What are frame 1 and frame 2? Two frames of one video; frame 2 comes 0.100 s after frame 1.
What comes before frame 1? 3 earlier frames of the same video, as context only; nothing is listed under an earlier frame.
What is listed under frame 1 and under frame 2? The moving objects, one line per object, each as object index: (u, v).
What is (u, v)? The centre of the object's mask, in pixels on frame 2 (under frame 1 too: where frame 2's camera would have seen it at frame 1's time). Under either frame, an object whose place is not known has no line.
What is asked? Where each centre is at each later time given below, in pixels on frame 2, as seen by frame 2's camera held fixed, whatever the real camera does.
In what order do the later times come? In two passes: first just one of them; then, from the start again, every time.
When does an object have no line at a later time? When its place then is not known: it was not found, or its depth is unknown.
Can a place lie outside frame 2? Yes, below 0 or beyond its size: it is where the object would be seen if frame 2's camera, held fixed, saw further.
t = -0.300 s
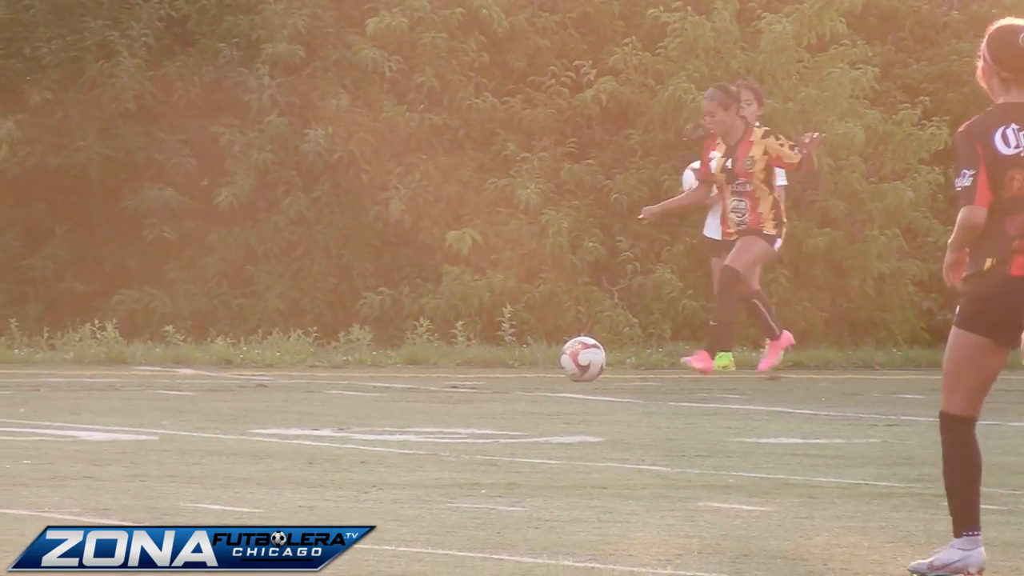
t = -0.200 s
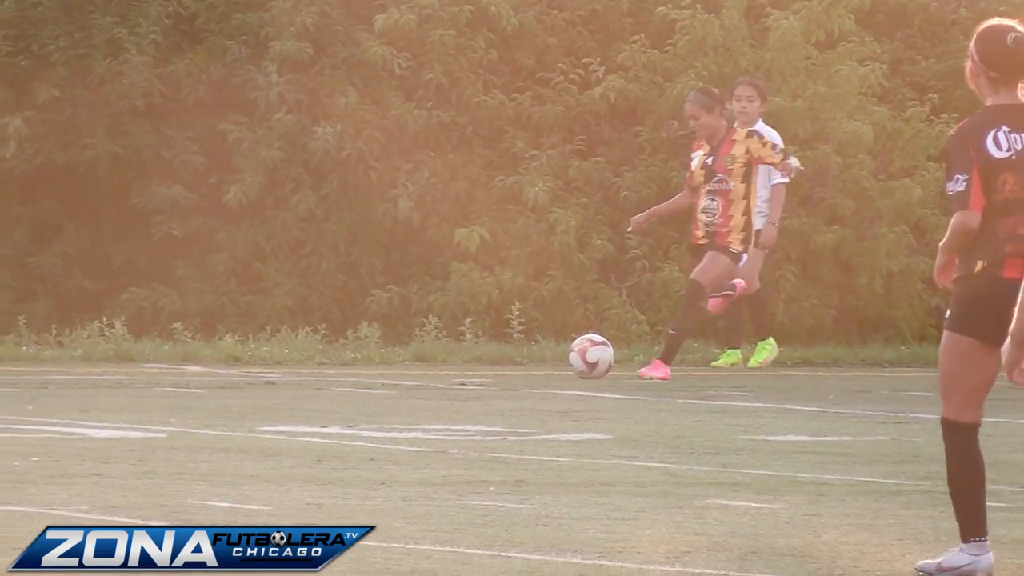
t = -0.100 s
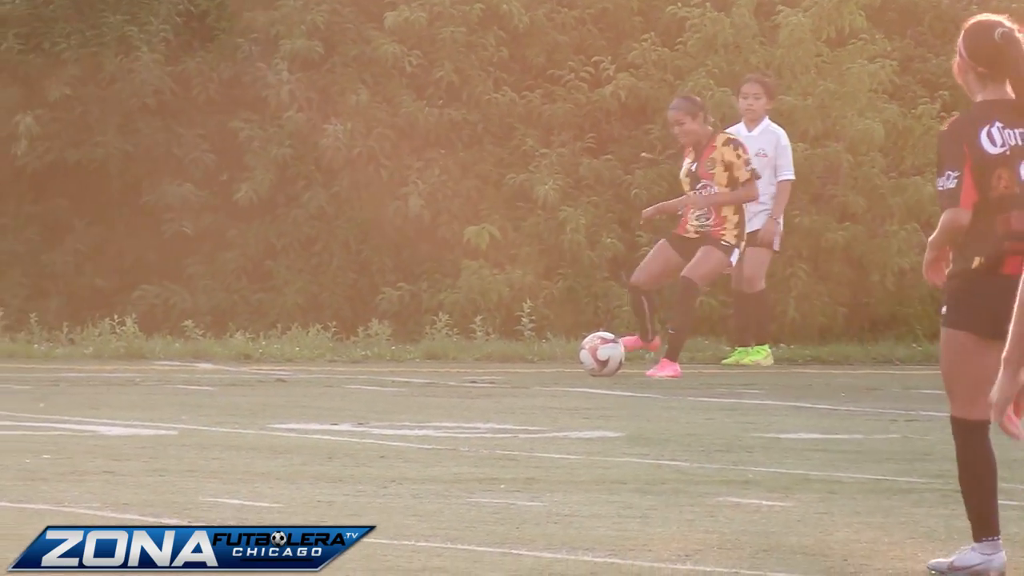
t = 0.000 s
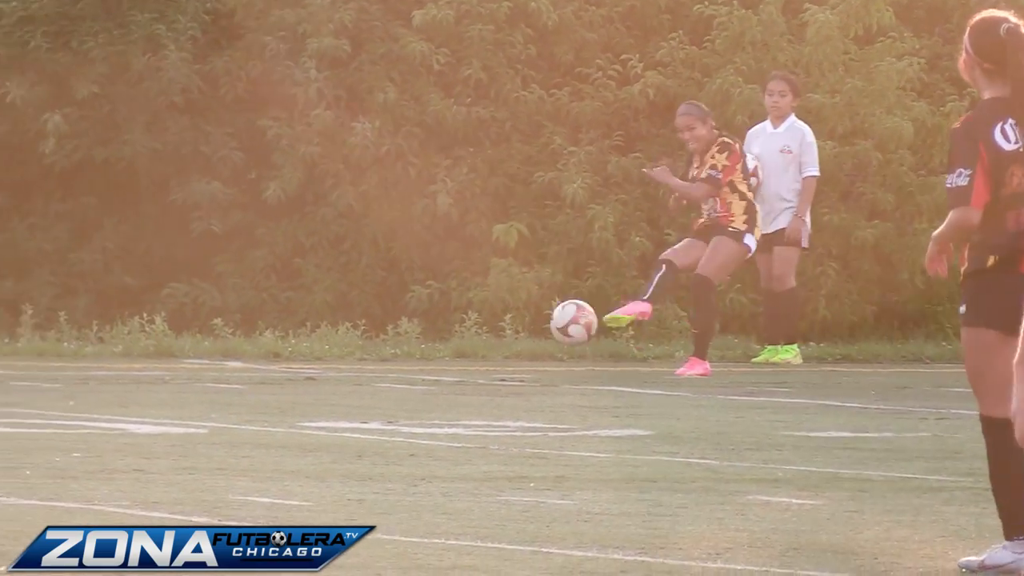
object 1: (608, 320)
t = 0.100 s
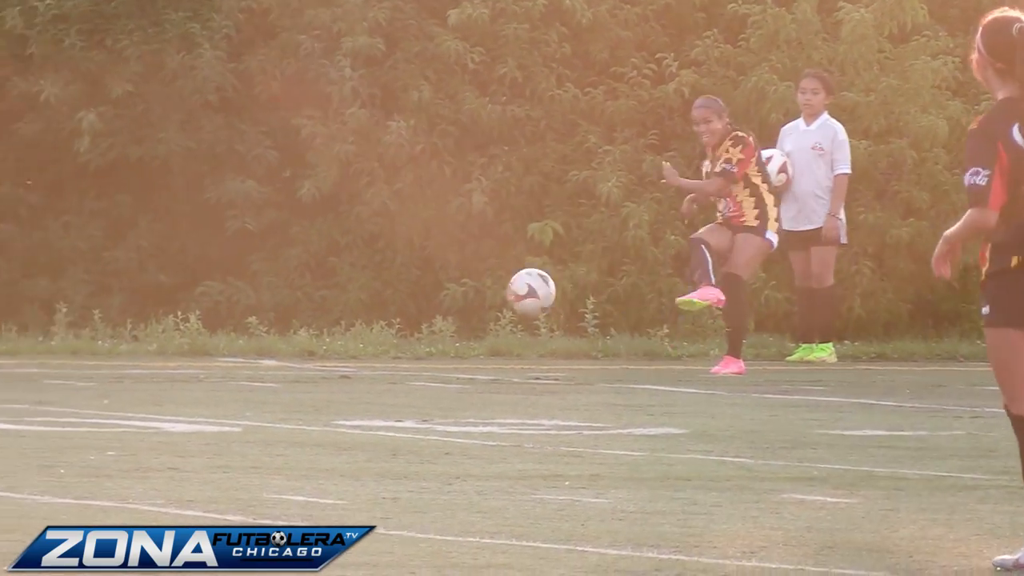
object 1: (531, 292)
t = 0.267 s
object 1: (405, 290)
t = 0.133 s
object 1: (505, 287)
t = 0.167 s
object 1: (480, 284)
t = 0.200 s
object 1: (454, 283)
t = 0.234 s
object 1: (429, 285)
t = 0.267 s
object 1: (405, 290)
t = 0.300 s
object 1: (381, 297)
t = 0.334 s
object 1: (359, 307)
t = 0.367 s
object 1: (337, 320)
